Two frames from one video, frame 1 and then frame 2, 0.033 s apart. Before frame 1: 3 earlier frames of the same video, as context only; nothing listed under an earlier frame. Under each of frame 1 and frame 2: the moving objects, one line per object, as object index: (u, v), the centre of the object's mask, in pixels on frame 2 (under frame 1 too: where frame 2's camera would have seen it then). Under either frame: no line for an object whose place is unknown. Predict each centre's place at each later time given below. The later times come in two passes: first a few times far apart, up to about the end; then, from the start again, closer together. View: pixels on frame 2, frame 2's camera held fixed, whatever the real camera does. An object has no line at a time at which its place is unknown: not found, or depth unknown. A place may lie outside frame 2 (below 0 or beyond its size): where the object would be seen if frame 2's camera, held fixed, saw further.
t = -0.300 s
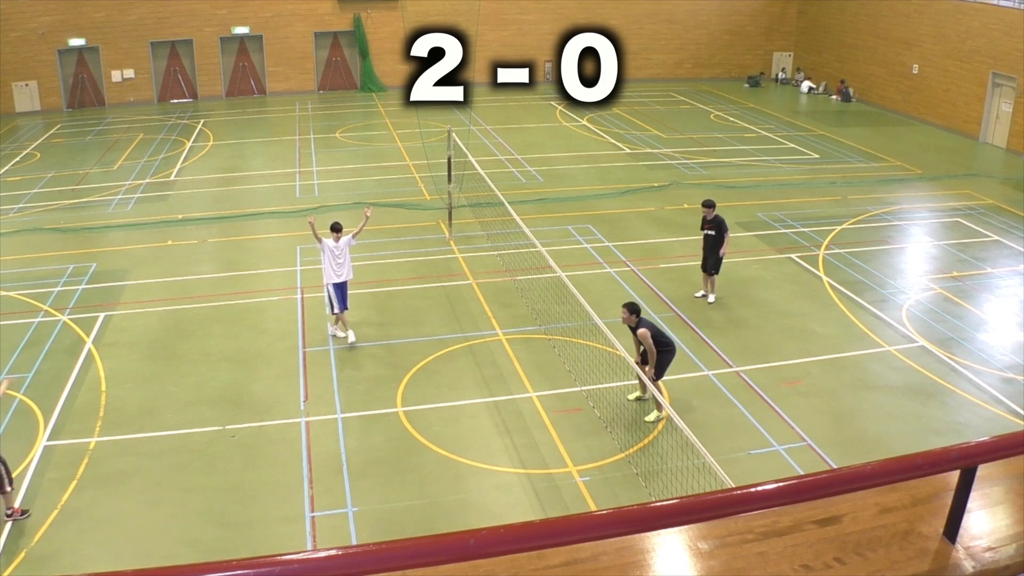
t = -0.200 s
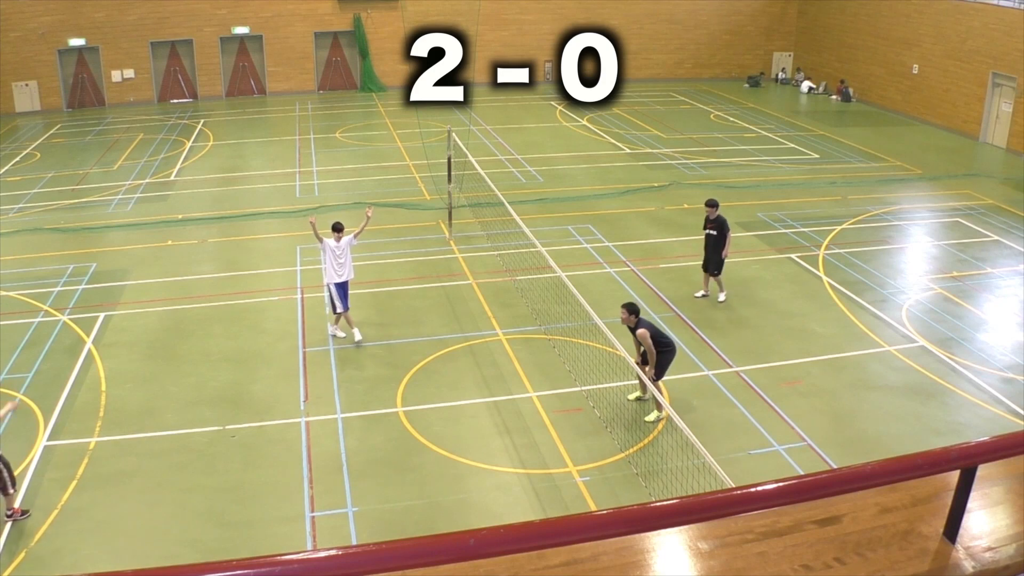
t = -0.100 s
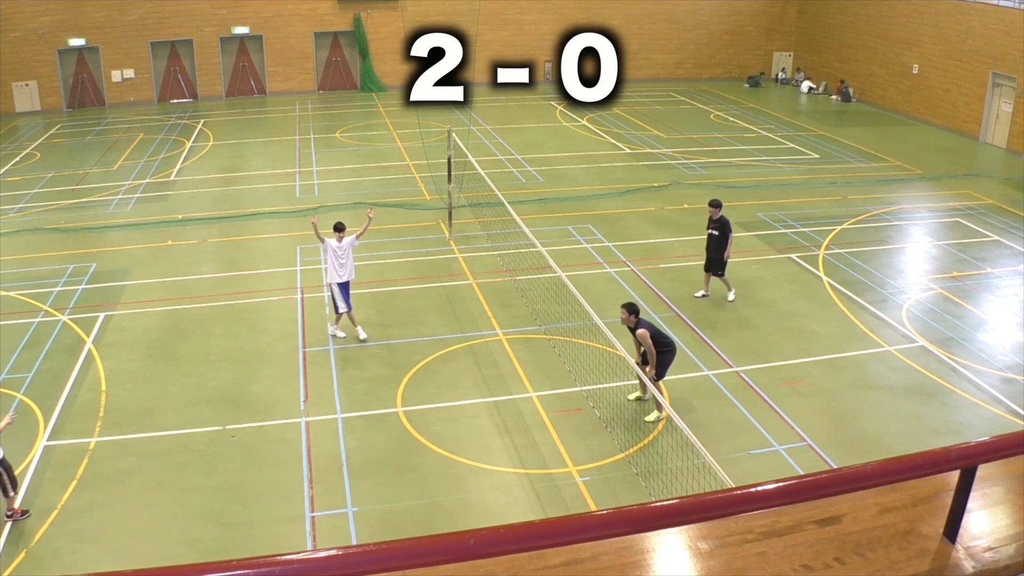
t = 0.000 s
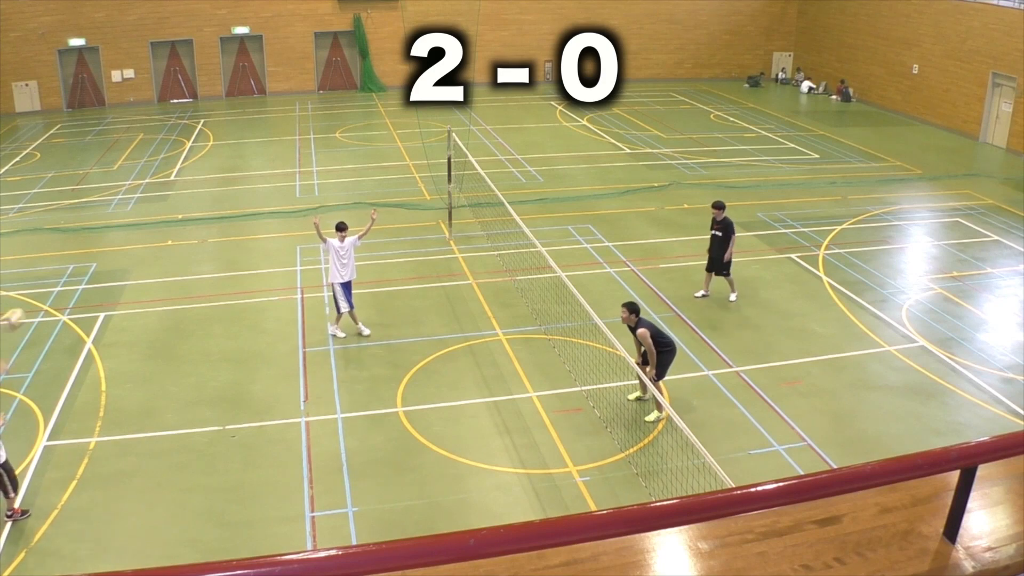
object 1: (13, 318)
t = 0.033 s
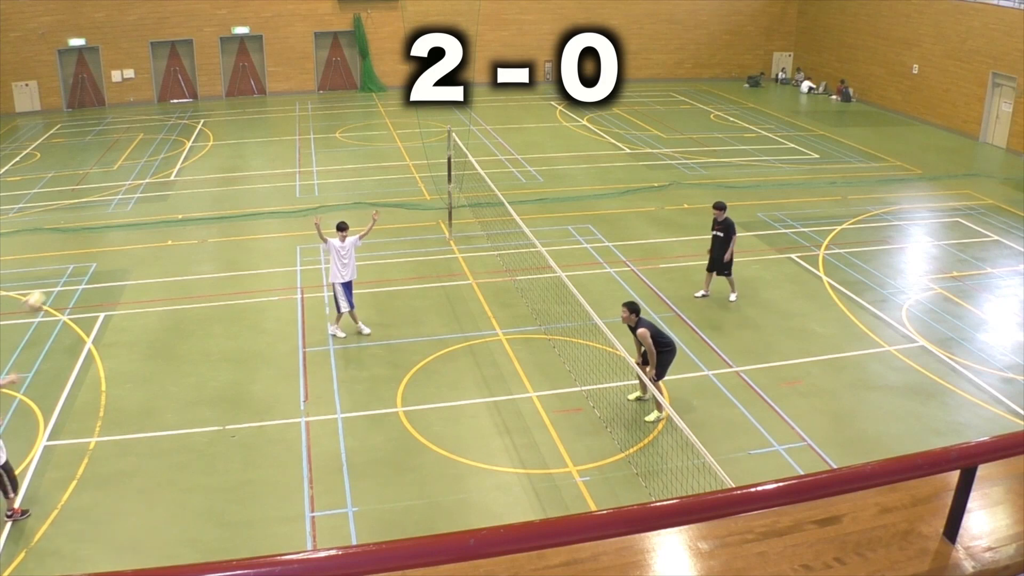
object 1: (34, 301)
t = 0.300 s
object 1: (206, 208)
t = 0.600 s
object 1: (379, 187)
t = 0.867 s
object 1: (504, 223)
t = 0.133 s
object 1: (97, 258)
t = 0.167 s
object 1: (118, 245)
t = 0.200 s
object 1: (141, 235)
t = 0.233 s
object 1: (163, 224)
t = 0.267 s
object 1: (185, 216)
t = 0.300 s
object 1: (206, 208)
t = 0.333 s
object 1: (226, 201)
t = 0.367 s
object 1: (246, 196)
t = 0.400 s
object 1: (265, 193)
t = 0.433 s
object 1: (286, 190)
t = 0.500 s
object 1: (325, 186)
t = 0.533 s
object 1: (343, 185)
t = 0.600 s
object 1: (379, 187)
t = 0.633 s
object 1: (395, 188)
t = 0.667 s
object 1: (411, 191)
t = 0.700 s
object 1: (428, 195)
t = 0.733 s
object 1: (445, 200)
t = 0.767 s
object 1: (460, 205)
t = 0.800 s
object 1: (476, 210)
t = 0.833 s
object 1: (490, 216)
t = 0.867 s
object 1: (504, 223)
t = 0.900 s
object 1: (516, 229)
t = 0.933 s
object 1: (526, 236)
